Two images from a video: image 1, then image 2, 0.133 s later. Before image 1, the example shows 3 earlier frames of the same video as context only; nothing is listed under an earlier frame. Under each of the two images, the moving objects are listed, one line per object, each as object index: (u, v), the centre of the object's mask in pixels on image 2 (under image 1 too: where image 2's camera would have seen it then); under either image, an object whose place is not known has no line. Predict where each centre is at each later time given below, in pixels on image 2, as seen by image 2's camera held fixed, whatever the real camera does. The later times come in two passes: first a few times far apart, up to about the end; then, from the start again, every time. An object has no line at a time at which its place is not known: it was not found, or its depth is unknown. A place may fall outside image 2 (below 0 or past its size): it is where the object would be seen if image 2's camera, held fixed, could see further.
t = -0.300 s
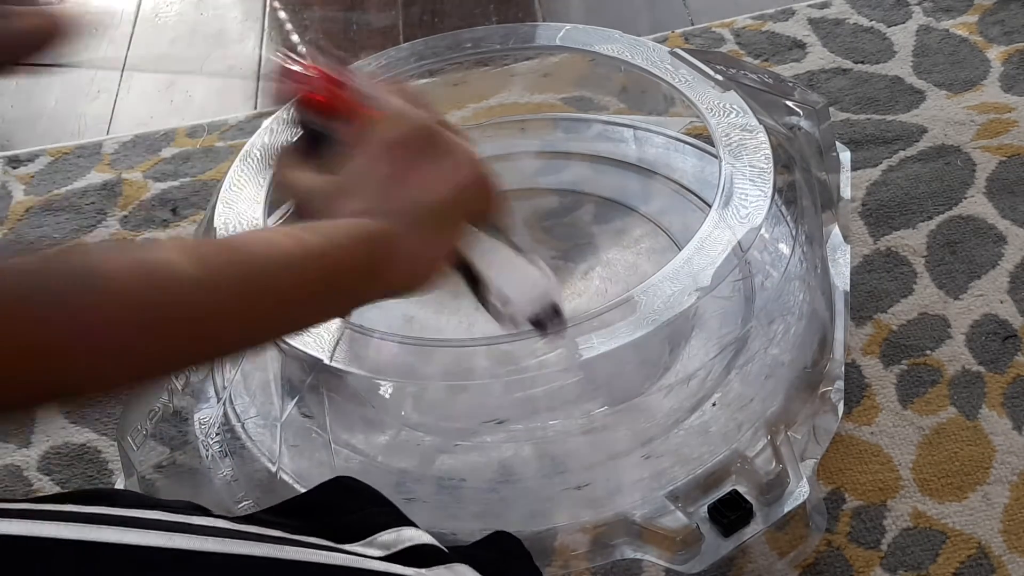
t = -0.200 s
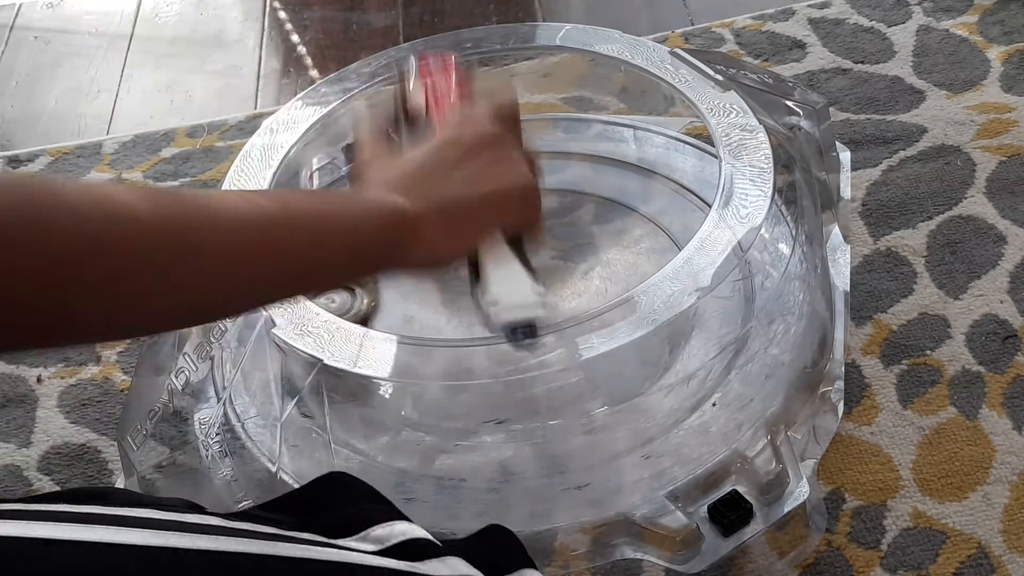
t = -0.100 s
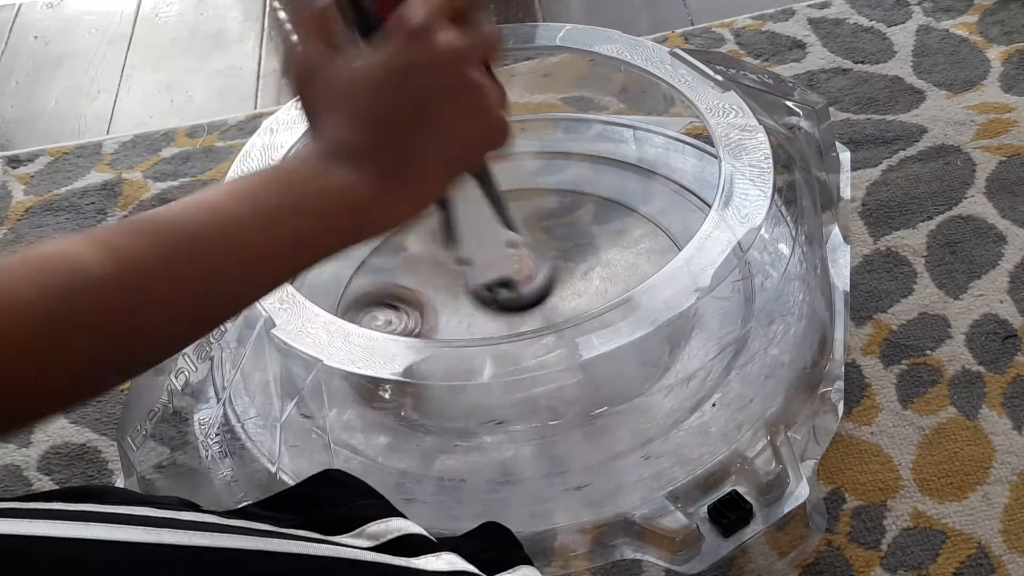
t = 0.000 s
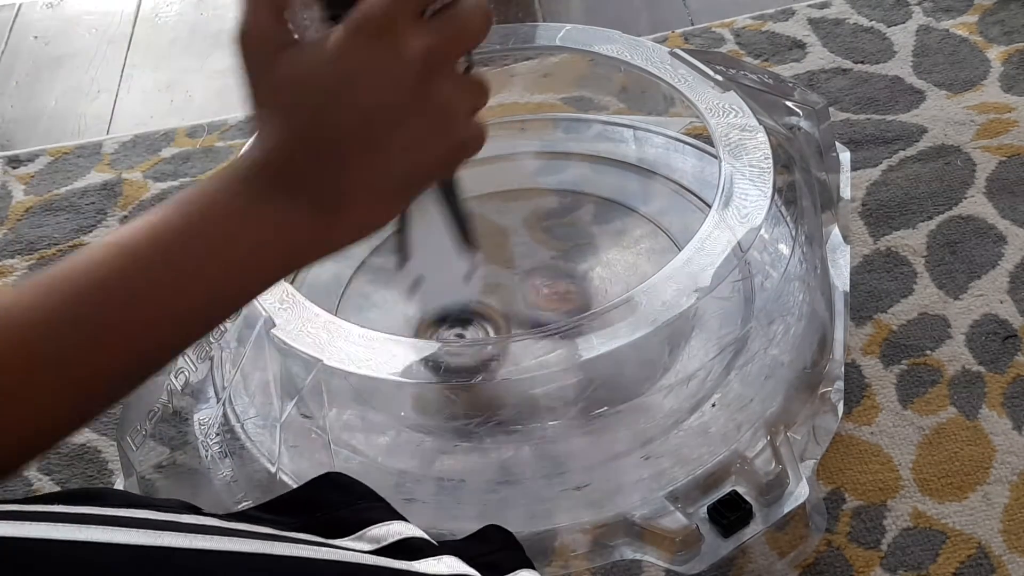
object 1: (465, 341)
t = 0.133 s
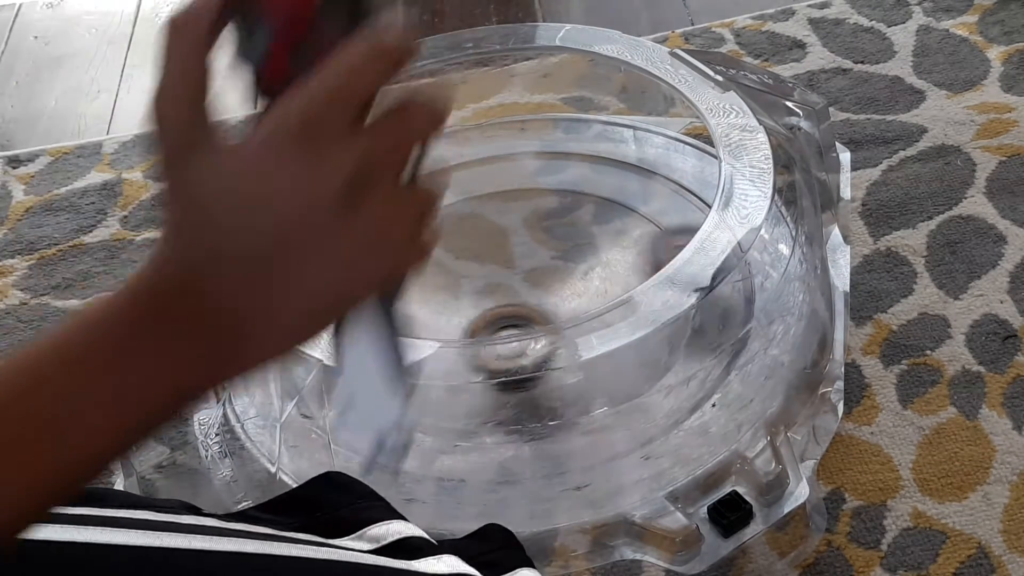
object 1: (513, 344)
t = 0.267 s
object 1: (559, 301)
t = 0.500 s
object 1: (555, 244)
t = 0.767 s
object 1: (467, 249)
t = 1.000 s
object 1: (451, 311)
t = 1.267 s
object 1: (554, 310)
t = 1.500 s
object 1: (597, 271)
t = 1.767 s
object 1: (514, 246)
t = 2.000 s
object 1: (438, 297)
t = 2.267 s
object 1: (500, 351)
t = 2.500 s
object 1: (580, 310)
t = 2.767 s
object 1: (540, 243)
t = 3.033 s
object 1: (441, 267)
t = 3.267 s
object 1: (451, 314)
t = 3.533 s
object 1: (551, 321)
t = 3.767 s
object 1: (575, 257)
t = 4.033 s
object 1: (493, 245)
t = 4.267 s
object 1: (446, 300)
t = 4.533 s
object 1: (522, 343)
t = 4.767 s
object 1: (583, 296)
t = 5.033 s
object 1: (529, 250)
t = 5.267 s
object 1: (450, 278)
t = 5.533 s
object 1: (476, 333)
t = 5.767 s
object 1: (557, 312)
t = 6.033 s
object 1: (547, 256)
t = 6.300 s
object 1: (474, 268)
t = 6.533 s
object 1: (470, 309)
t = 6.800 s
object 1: (532, 308)
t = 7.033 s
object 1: (556, 286)
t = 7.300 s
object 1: (512, 271)
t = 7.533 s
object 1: (479, 293)
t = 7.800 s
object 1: (500, 309)
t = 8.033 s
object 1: (537, 298)
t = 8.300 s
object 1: (530, 279)
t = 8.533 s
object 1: (499, 281)
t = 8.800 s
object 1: (490, 299)
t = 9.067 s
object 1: (508, 304)
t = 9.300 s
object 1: (522, 300)
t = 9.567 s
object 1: (520, 292)
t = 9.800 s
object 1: (508, 291)
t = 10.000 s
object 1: (502, 296)
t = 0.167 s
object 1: (527, 337)
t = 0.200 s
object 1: (536, 314)
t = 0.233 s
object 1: (548, 309)
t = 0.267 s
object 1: (559, 301)
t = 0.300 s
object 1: (568, 294)
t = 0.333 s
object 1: (574, 287)
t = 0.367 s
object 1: (577, 278)
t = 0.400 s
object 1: (574, 268)
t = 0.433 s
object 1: (569, 258)
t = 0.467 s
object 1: (562, 250)
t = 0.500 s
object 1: (555, 244)
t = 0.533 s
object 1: (545, 239)
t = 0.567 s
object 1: (534, 235)
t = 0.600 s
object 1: (519, 232)
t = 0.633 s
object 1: (510, 232)
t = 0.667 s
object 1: (497, 234)
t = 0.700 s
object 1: (487, 237)
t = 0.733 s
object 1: (475, 242)
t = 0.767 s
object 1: (467, 249)
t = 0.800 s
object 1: (458, 255)
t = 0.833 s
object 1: (452, 264)
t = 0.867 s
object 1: (446, 277)
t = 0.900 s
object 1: (443, 286)
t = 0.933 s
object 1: (443, 297)
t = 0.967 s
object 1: (446, 306)
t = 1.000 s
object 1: (451, 311)
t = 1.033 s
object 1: (462, 329)
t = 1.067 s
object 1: (472, 335)
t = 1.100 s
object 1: (486, 340)
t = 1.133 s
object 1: (500, 343)
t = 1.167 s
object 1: (519, 343)
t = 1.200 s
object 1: (532, 342)
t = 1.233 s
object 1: (545, 335)
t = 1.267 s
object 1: (554, 310)
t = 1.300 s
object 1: (566, 305)
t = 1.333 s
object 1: (576, 299)
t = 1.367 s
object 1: (584, 294)
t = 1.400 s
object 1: (592, 287)
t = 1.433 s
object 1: (596, 282)
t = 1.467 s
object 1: (598, 276)
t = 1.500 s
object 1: (597, 271)
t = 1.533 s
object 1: (594, 267)
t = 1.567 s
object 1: (588, 261)
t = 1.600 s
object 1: (577, 255)
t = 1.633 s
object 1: (568, 250)
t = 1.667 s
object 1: (555, 247)
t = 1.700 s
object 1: (542, 245)
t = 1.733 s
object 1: (529, 245)
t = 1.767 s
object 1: (514, 246)
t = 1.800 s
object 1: (502, 249)
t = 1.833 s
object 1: (484, 254)
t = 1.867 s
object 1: (474, 259)
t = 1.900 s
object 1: (460, 267)
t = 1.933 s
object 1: (450, 278)
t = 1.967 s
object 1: (443, 287)
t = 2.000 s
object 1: (438, 297)
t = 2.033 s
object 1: (438, 305)
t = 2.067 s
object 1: (439, 310)
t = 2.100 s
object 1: (445, 315)
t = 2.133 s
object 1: (453, 335)
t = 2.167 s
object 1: (463, 341)
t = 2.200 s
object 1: (474, 348)
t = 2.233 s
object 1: (485, 351)
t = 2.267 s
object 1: (500, 351)
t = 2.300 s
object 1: (514, 350)
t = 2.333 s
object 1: (528, 348)
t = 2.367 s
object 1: (541, 343)
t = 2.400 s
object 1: (552, 336)
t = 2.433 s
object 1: (565, 327)
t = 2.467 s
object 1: (572, 318)
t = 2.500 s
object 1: (580, 310)
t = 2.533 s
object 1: (585, 297)
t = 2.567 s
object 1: (583, 284)
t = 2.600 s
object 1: (584, 277)
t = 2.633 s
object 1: (581, 271)
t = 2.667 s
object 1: (573, 260)
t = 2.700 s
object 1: (565, 254)
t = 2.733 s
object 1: (554, 247)
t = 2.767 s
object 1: (540, 243)
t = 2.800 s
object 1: (528, 241)
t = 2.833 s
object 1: (513, 239)
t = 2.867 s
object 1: (498, 240)
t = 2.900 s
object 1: (486, 243)
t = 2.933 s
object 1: (471, 248)
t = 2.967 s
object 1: (460, 252)
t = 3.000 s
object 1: (451, 259)
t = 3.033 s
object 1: (441, 267)
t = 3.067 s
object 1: (437, 275)
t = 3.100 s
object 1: (433, 284)
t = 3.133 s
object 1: (431, 292)
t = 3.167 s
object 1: (432, 299)
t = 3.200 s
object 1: (436, 305)
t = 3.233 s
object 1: (441, 310)
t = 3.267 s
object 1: (451, 314)
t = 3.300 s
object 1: (460, 317)
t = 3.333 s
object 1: (471, 318)
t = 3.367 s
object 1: (484, 336)
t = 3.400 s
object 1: (497, 336)
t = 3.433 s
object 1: (512, 335)
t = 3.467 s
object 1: (529, 333)
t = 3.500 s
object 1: (541, 328)
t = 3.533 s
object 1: (551, 321)
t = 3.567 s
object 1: (564, 311)
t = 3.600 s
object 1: (572, 302)
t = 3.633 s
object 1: (578, 292)
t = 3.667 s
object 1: (581, 280)
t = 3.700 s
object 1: (582, 274)
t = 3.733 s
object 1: (580, 266)
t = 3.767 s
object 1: (575, 257)
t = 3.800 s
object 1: (569, 251)
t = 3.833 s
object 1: (560, 245)
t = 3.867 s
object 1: (551, 241)
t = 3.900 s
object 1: (542, 239)
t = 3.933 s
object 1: (528, 238)
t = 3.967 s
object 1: (517, 238)
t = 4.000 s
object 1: (508, 240)
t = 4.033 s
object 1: (493, 245)
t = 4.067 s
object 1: (482, 250)
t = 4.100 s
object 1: (474, 255)
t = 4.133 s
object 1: (465, 262)
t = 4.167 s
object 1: (456, 272)
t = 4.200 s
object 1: (450, 281)
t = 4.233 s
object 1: (447, 291)
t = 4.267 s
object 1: (446, 300)
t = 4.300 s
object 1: (448, 306)
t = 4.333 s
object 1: (453, 312)
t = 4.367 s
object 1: (460, 315)
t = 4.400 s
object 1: (470, 334)
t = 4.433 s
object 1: (482, 339)
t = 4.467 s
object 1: (492, 341)
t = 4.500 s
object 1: (507, 345)
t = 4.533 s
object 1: (522, 343)
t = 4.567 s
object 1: (535, 340)
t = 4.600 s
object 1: (545, 334)
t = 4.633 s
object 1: (556, 327)
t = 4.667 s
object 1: (565, 319)
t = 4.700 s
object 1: (573, 312)
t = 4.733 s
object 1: (579, 302)
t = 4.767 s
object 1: (583, 296)
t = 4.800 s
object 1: (582, 283)
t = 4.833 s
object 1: (581, 279)
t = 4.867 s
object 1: (577, 273)
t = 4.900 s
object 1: (571, 268)
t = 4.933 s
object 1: (563, 261)
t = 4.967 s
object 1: (552, 256)
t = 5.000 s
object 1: (540, 253)
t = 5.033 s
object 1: (529, 250)
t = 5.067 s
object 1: (517, 250)
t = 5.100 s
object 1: (502, 251)
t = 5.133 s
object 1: (490, 253)
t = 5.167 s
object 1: (479, 257)
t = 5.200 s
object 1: (469, 262)
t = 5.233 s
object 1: (457, 270)
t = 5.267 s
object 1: (450, 278)
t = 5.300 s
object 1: (445, 285)
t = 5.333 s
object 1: (442, 294)
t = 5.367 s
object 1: (441, 302)
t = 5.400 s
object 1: (443, 307)
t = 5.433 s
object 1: (449, 311)
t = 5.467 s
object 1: (457, 315)
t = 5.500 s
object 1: (465, 317)
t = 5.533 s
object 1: (476, 333)
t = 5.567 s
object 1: (489, 335)
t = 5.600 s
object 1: (499, 335)
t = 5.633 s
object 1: (514, 334)
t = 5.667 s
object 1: (525, 331)
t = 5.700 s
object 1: (538, 326)
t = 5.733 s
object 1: (550, 321)
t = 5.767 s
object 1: (557, 312)
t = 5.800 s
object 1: (562, 305)
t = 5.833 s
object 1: (565, 291)
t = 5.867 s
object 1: (569, 285)
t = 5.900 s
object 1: (569, 280)
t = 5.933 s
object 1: (566, 273)
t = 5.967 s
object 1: (561, 266)
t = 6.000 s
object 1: (555, 260)
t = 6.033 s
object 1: (547, 256)
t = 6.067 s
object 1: (539, 254)
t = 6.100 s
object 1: (527, 251)
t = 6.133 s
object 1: (518, 251)
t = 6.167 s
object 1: (509, 252)
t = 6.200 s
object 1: (500, 254)
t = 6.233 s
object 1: (489, 258)
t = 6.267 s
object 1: (480, 263)
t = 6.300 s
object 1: (474, 268)
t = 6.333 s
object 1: (468, 274)
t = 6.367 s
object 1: (464, 282)
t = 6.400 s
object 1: (461, 290)
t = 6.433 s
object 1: (461, 296)
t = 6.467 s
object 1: (462, 301)
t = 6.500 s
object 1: (466, 306)
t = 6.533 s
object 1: (470, 309)
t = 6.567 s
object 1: (476, 311)
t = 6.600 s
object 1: (483, 313)
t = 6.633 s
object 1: (491, 314)
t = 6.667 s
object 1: (500, 314)
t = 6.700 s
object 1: (508, 314)
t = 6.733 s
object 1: (516, 313)
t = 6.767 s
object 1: (523, 311)
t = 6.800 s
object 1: (532, 308)
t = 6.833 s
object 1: (539, 306)
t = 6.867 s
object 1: (545, 302)
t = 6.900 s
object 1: (550, 299)
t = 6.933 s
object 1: (553, 296)
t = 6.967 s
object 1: (556, 292)
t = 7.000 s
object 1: (557, 289)
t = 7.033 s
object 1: (556, 286)
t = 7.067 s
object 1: (554, 283)
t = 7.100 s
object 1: (550, 279)
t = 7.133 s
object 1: (544, 276)
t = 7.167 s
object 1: (539, 273)
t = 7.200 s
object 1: (534, 271)
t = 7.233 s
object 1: (527, 270)
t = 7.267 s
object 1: (520, 270)
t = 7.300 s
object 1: (512, 271)
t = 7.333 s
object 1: (506, 272)
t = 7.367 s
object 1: (500, 274)
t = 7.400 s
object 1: (494, 276)
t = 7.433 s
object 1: (489, 280)
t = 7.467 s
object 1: (485, 284)
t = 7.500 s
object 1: (481, 288)
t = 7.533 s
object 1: (479, 293)
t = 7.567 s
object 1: (478, 296)
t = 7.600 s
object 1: (477, 299)
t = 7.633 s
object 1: (480, 304)
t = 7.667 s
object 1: (482, 306)
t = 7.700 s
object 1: (486, 307)
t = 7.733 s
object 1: (490, 308)
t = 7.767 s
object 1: (495, 309)
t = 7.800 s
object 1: (500, 309)
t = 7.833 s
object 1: (506, 309)
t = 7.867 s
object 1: (512, 308)
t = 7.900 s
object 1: (518, 307)
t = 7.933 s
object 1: (523, 305)
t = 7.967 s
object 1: (529, 303)
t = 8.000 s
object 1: (533, 301)
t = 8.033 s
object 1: (537, 298)
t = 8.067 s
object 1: (540, 295)
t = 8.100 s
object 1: (541, 293)
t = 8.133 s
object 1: (541, 291)
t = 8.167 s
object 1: (541, 288)
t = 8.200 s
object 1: (539, 285)
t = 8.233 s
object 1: (537, 283)
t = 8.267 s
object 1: (534, 281)
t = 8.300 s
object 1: (530, 279)
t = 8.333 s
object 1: (526, 277)
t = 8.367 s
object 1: (521, 276)
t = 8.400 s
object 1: (516, 276)
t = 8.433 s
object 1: (511, 277)
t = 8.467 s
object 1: (507, 278)
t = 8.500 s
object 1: (503, 280)
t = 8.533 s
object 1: (499, 281)
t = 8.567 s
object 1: (496, 283)
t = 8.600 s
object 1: (494, 287)
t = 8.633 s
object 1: (491, 290)
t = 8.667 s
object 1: (490, 293)
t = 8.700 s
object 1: (489, 294)
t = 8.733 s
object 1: (489, 296)
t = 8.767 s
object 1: (489, 298)
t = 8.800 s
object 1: (490, 299)
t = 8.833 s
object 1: (491, 301)
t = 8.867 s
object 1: (493, 302)
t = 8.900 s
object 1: (494, 303)
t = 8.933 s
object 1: (496, 304)
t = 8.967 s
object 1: (499, 304)
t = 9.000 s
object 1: (501, 304)
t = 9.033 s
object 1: (505, 304)
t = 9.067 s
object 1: (508, 304)
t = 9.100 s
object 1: (510, 304)
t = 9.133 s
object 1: (513, 303)
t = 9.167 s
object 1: (515, 303)
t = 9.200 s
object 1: (518, 302)
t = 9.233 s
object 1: (520, 301)
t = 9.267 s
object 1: (521, 301)
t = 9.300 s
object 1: (522, 300)
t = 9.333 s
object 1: (524, 299)
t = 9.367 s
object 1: (524, 297)
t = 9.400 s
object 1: (525, 296)
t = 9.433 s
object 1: (524, 296)
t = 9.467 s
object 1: (524, 294)
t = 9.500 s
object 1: (523, 294)
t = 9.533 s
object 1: (522, 293)
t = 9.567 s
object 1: (520, 292)
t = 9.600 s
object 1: (519, 292)
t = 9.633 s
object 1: (517, 291)
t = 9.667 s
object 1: (515, 291)
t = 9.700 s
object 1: (513, 290)
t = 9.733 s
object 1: (512, 290)
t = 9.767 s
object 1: (510, 291)
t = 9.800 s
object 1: (508, 291)
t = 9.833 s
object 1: (506, 292)
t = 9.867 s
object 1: (505, 293)
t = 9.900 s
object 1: (504, 293)
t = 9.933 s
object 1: (503, 294)
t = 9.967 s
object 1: (502, 295)
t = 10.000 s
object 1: (502, 296)
